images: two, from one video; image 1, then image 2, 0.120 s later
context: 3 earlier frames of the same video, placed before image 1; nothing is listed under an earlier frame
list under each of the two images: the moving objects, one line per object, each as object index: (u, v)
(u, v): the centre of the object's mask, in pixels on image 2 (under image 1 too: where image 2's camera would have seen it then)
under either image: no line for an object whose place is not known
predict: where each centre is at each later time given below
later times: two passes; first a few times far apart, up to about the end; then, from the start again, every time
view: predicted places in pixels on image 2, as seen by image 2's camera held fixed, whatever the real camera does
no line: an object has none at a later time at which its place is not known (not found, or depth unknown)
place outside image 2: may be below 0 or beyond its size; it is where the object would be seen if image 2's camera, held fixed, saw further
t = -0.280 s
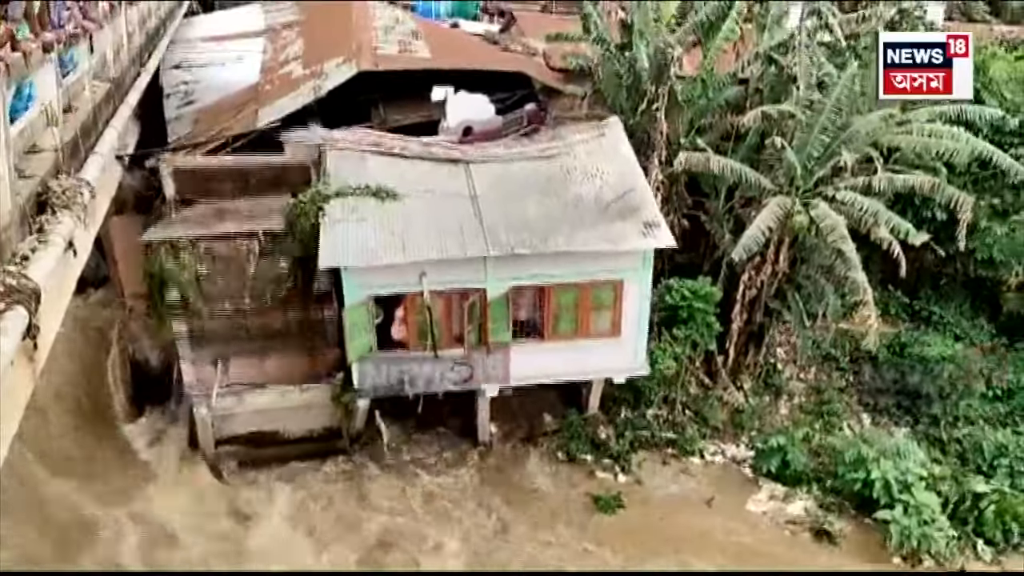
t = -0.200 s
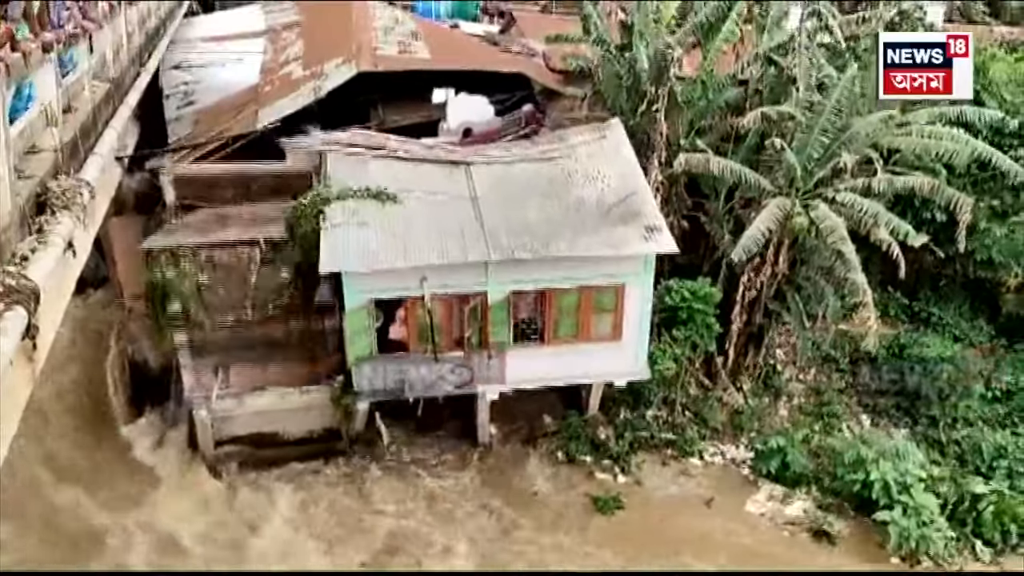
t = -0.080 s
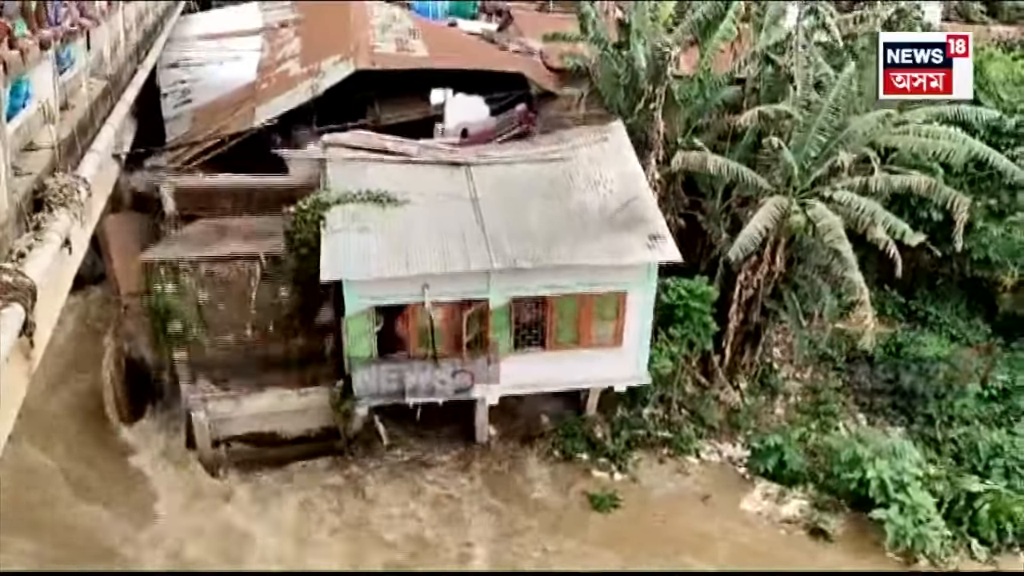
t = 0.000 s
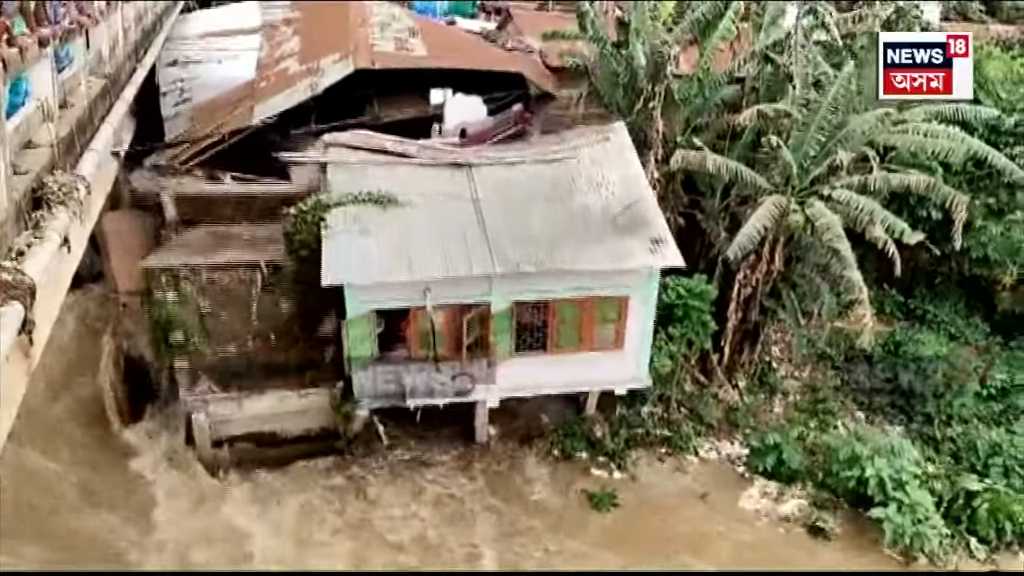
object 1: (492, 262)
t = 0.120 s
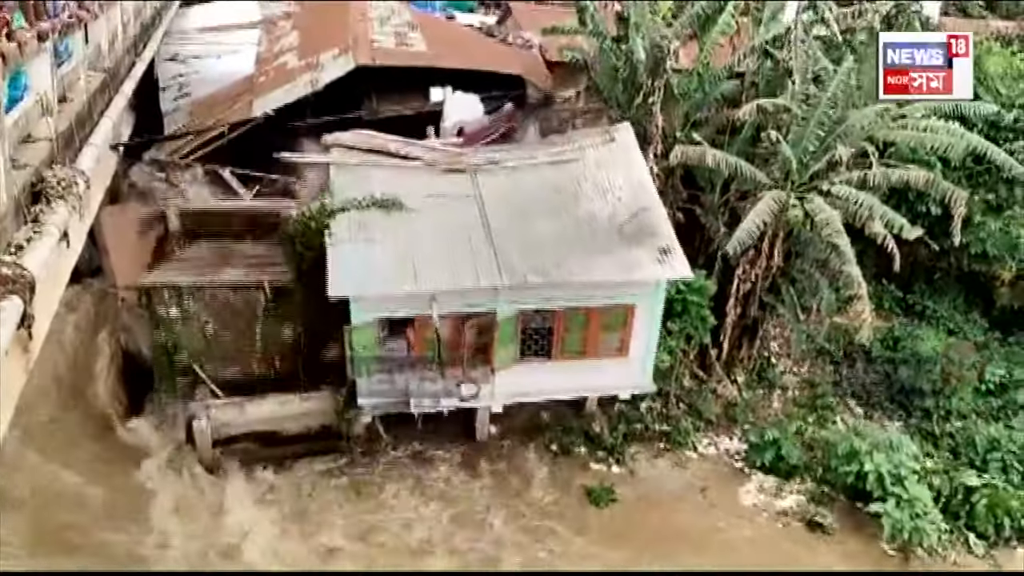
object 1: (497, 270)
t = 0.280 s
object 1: (504, 282)
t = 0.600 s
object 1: (528, 324)
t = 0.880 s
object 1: (548, 388)
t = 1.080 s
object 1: (560, 457)
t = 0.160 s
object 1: (498, 272)
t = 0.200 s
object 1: (500, 274)
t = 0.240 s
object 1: (503, 279)
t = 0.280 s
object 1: (504, 282)
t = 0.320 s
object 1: (508, 287)
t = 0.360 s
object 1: (510, 292)
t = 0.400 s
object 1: (513, 295)
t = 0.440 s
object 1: (515, 301)
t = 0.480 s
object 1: (518, 306)
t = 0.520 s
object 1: (521, 312)
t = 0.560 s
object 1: (524, 318)
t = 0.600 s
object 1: (528, 324)
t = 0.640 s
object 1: (529, 333)
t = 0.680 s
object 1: (531, 340)
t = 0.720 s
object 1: (538, 351)
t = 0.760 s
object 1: (536, 356)
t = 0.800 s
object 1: (541, 366)
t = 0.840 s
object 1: (546, 379)
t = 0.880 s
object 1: (548, 388)
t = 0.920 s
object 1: (552, 404)
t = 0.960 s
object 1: (555, 418)
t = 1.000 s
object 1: (557, 430)
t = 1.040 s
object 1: (558, 447)
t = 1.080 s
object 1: (560, 457)
